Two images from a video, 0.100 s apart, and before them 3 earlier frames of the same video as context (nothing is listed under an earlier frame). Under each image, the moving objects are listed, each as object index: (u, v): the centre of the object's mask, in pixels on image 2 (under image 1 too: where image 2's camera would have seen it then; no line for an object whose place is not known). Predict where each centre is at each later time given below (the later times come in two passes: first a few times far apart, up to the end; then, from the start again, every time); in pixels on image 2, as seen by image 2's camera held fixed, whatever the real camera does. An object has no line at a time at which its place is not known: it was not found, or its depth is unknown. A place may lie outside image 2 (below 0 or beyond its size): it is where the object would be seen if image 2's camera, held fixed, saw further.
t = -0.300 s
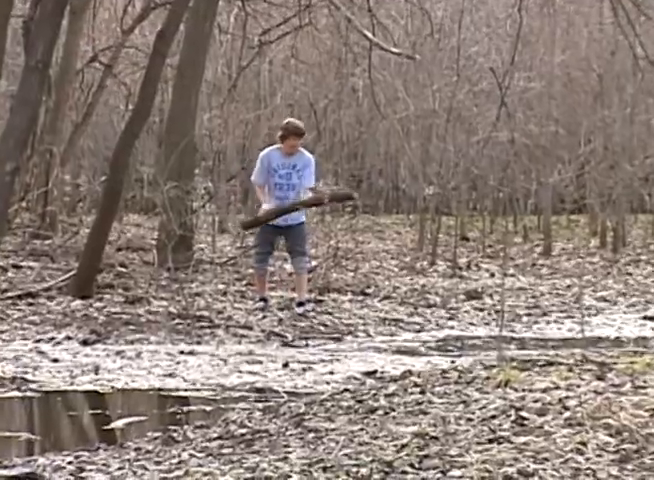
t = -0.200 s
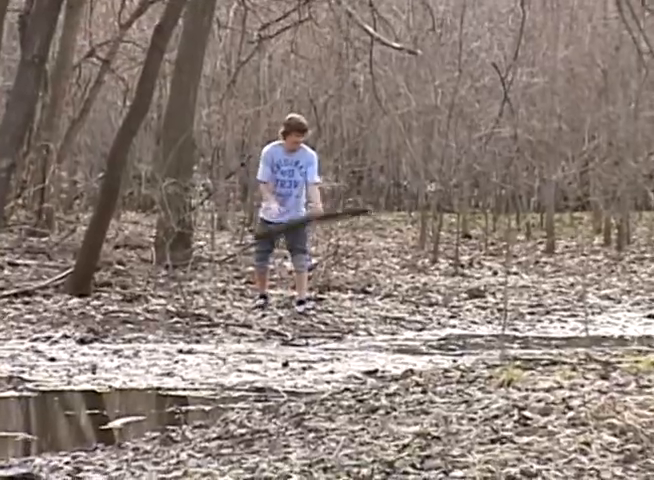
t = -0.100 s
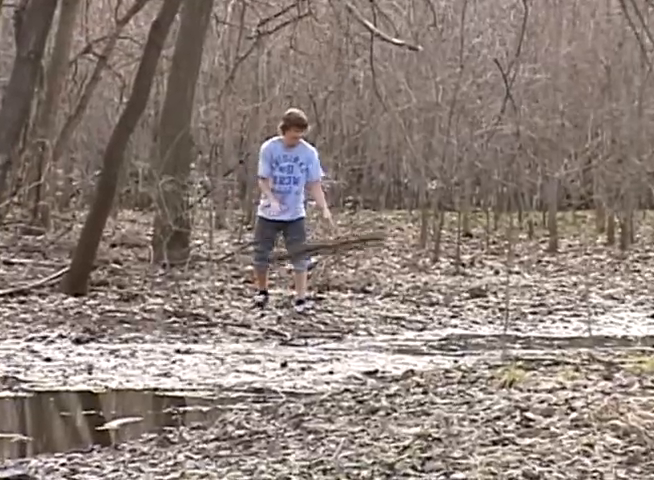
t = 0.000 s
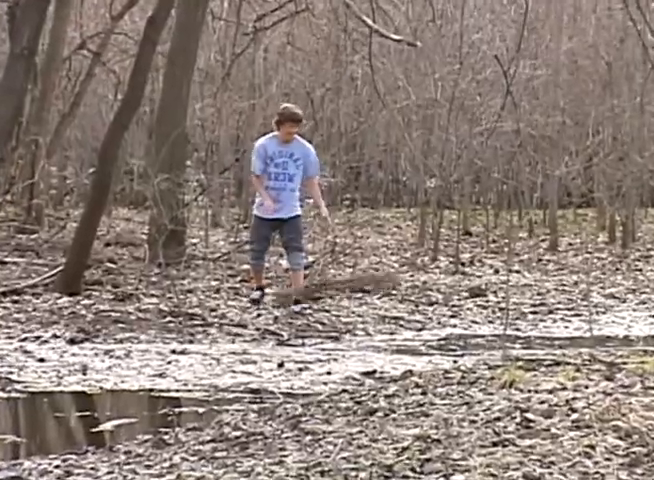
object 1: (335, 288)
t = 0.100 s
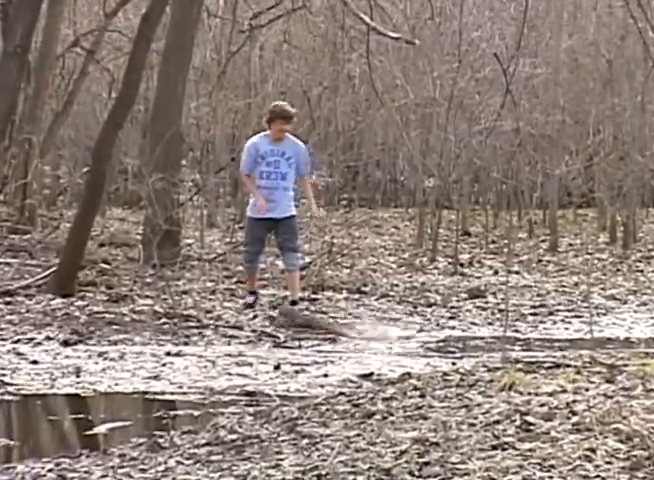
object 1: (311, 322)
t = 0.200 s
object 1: (327, 321)
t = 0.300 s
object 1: (334, 324)
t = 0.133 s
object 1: (340, 325)
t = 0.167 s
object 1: (342, 324)
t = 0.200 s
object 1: (327, 321)
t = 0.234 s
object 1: (324, 320)
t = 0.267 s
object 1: (323, 321)
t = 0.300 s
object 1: (334, 324)
